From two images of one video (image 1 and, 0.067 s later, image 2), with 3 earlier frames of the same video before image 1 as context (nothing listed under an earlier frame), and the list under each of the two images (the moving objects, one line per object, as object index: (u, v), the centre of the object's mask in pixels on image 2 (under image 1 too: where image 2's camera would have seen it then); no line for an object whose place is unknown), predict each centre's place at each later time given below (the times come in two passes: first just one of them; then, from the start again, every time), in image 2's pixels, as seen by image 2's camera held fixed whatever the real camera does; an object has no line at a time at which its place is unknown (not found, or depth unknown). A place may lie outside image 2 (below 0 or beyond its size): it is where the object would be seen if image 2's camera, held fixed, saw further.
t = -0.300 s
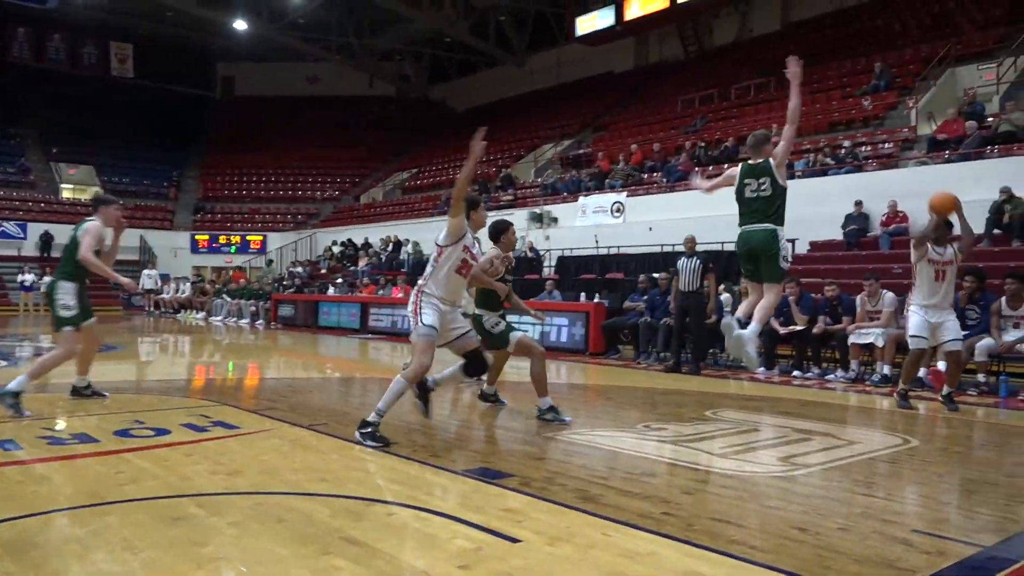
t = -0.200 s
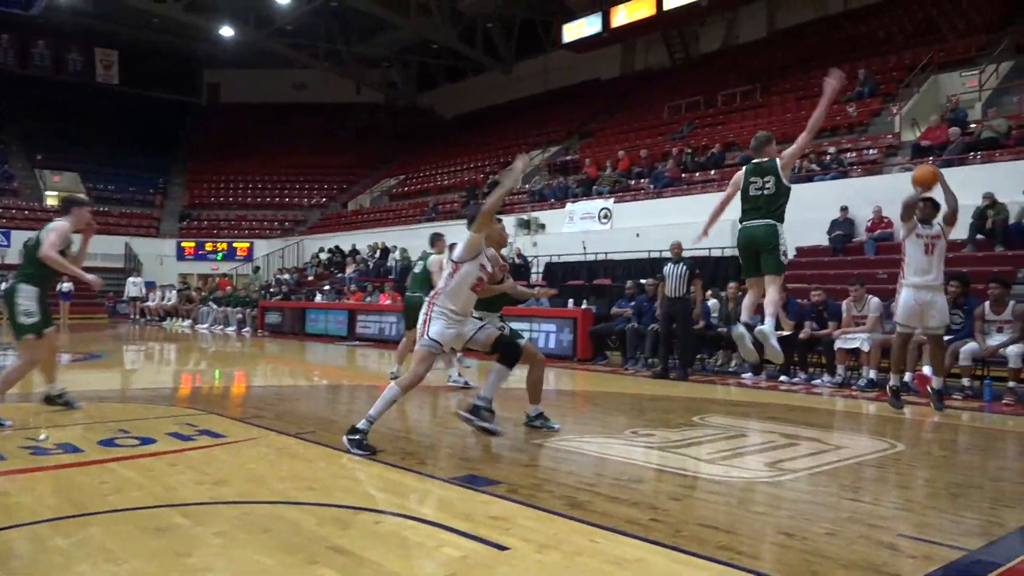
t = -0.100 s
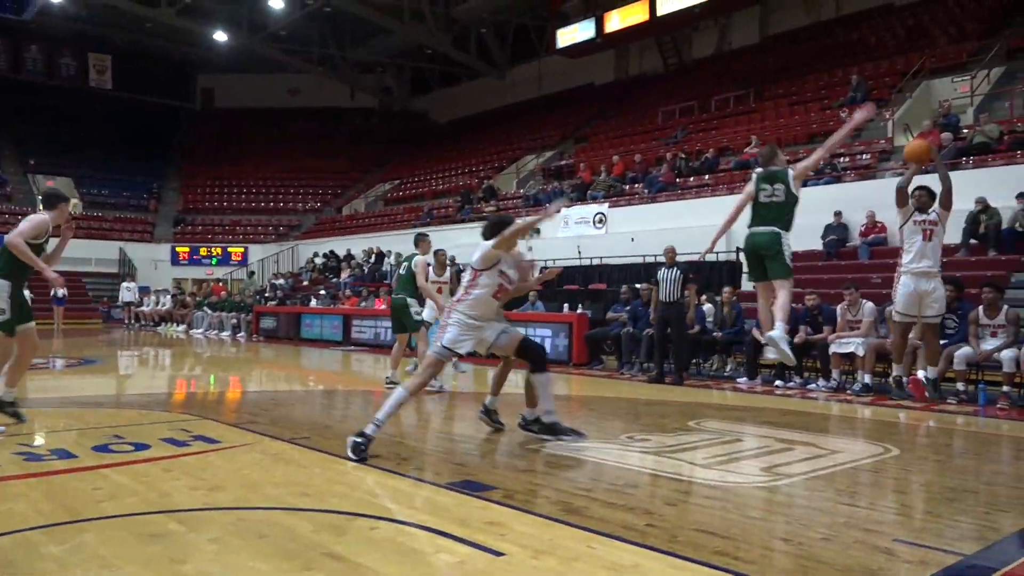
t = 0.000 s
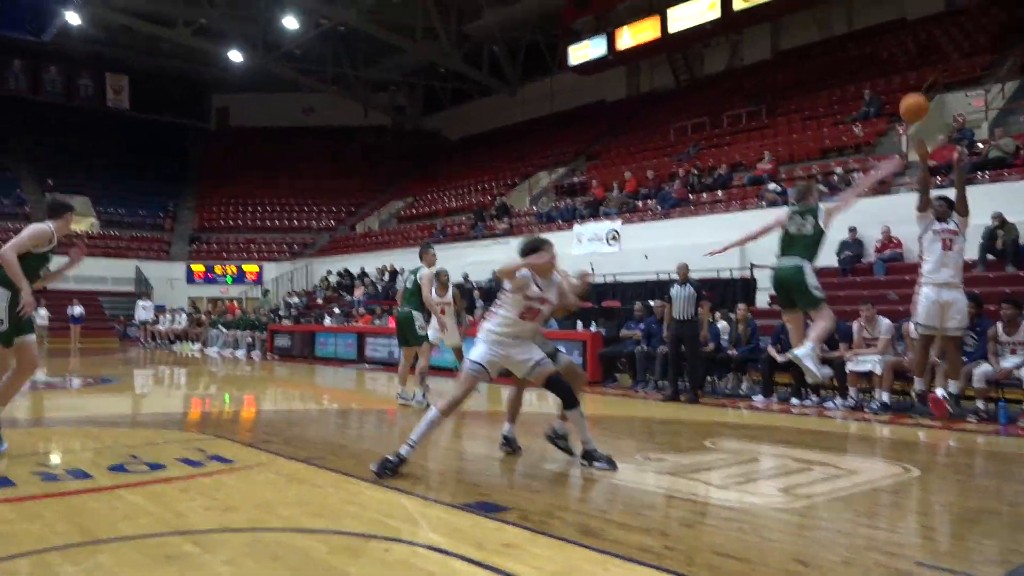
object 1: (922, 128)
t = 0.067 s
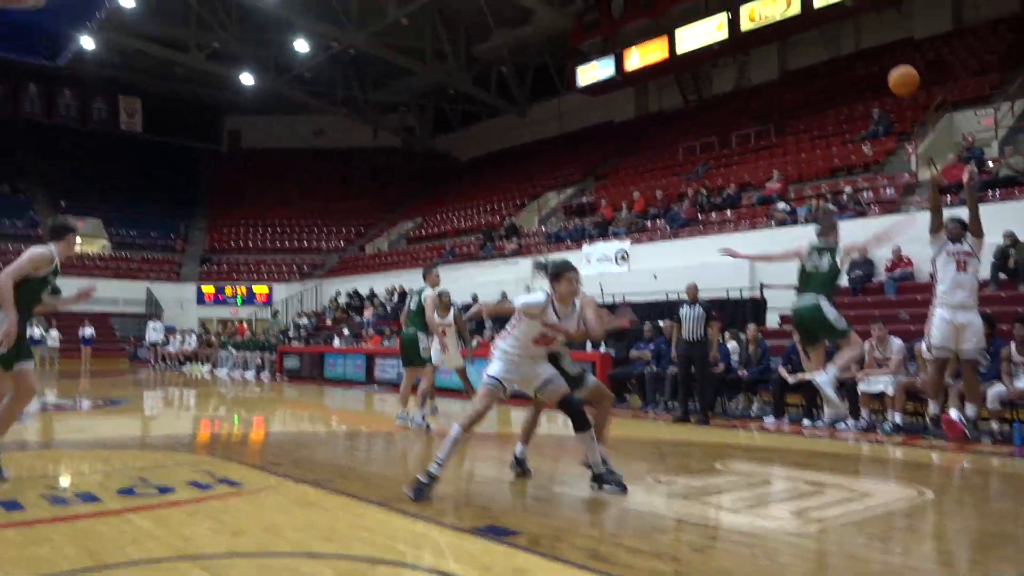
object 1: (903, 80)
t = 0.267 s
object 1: (835, -52)
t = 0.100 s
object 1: (894, 56)
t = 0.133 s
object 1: (883, 33)
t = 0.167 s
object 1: (872, 11)
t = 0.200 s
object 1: (861, -8)
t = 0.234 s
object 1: (848, -33)
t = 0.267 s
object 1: (835, -52)
